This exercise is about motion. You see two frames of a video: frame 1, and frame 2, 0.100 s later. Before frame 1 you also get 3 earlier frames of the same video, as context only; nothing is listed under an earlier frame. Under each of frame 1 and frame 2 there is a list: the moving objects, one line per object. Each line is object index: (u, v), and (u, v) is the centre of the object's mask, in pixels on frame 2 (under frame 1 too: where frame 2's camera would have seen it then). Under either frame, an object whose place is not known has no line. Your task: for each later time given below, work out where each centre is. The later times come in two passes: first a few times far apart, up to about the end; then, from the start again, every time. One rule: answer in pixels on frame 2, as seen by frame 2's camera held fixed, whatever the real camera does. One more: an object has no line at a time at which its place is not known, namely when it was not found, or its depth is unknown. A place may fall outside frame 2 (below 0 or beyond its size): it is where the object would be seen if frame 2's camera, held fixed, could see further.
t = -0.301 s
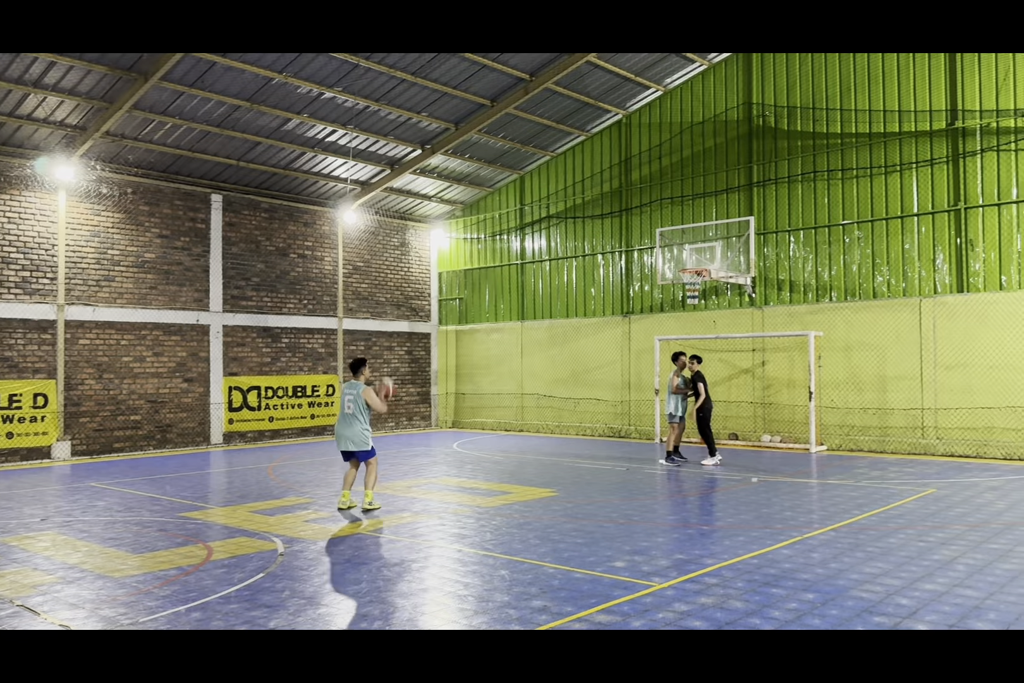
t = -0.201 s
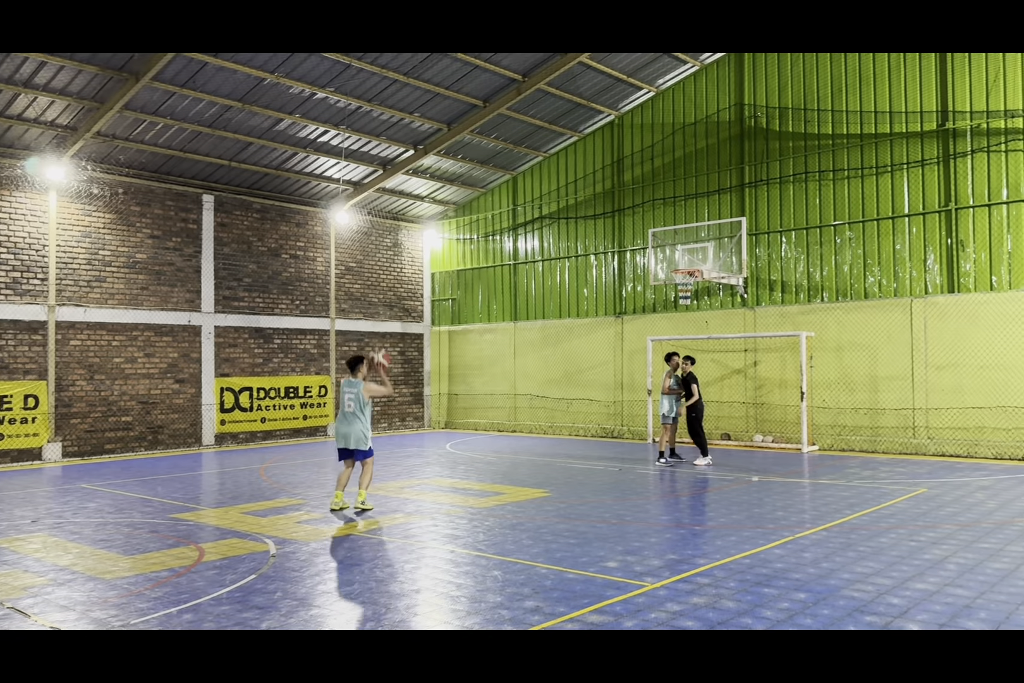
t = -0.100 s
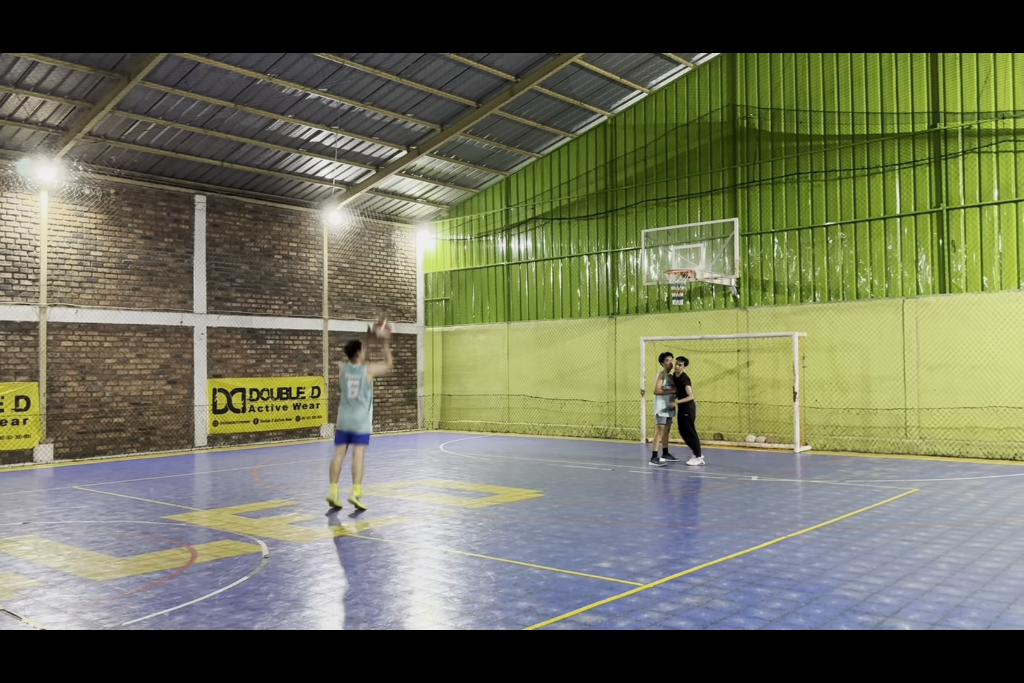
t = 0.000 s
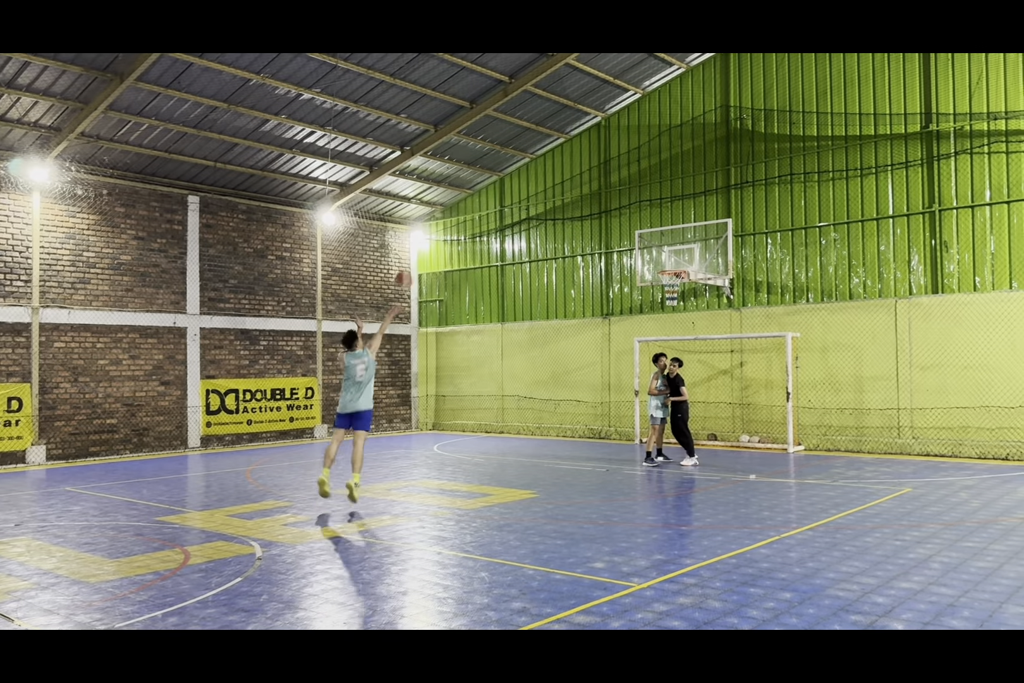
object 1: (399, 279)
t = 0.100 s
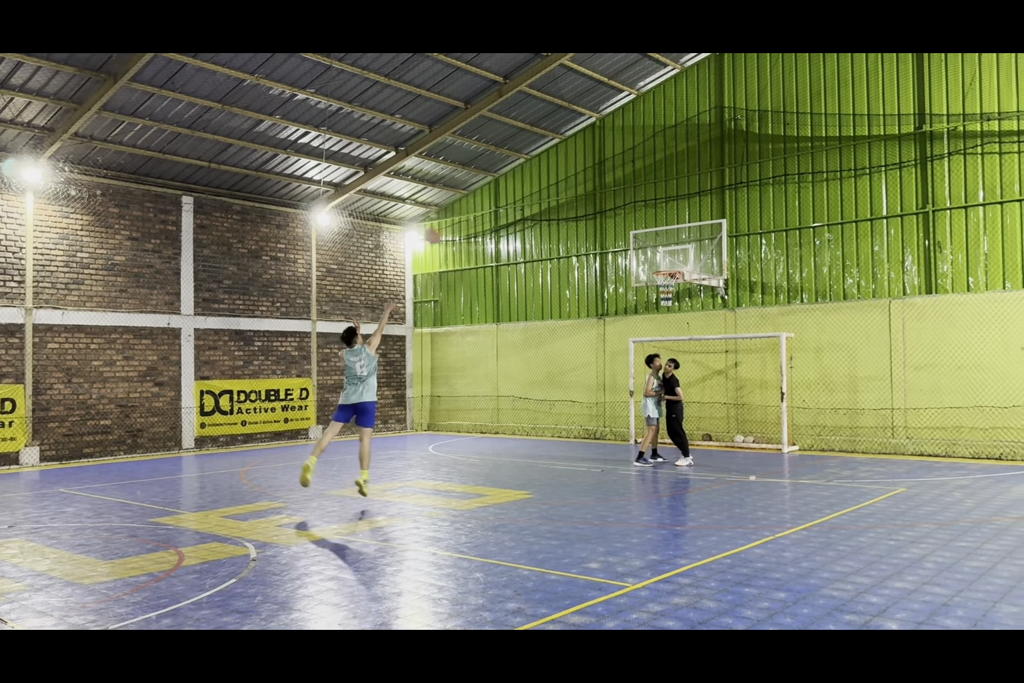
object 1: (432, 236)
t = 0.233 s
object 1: (472, 195)
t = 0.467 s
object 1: (530, 163)
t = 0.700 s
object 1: (581, 168)
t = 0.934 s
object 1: (625, 204)
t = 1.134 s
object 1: (658, 255)
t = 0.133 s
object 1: (443, 224)
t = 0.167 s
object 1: (453, 214)
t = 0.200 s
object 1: (462, 204)
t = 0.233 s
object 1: (472, 195)
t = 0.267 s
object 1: (481, 188)
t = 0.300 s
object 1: (490, 181)
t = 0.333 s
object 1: (498, 176)
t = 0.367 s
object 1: (506, 171)
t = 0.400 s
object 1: (515, 168)
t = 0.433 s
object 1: (523, 164)
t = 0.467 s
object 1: (530, 163)
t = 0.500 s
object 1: (538, 161)
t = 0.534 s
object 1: (545, 160)
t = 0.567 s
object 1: (552, 160)
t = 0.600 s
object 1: (560, 161)
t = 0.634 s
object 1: (567, 162)
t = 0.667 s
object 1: (574, 165)
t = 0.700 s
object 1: (581, 168)
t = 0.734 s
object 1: (588, 171)
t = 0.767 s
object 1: (594, 175)
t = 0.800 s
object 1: (601, 180)
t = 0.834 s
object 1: (607, 185)
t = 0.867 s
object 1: (613, 191)
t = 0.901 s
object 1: (619, 197)
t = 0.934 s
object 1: (625, 204)
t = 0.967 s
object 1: (630, 211)
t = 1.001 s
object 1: (637, 219)
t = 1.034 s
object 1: (642, 228)
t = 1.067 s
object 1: (648, 237)
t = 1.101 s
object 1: (653, 245)
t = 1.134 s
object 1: (658, 255)
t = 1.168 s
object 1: (663, 265)
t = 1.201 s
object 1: (667, 269)
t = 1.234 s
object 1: (669, 270)
